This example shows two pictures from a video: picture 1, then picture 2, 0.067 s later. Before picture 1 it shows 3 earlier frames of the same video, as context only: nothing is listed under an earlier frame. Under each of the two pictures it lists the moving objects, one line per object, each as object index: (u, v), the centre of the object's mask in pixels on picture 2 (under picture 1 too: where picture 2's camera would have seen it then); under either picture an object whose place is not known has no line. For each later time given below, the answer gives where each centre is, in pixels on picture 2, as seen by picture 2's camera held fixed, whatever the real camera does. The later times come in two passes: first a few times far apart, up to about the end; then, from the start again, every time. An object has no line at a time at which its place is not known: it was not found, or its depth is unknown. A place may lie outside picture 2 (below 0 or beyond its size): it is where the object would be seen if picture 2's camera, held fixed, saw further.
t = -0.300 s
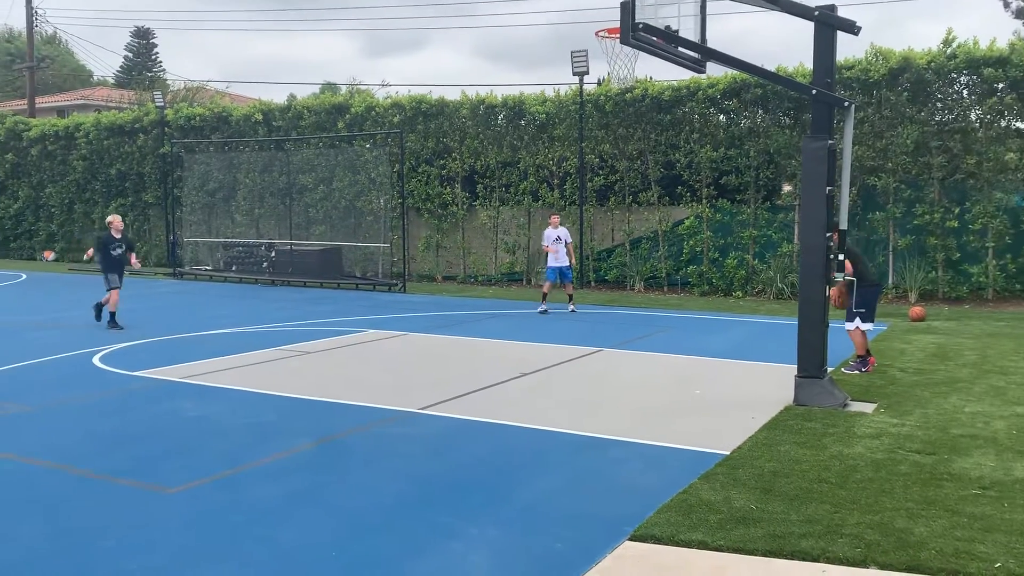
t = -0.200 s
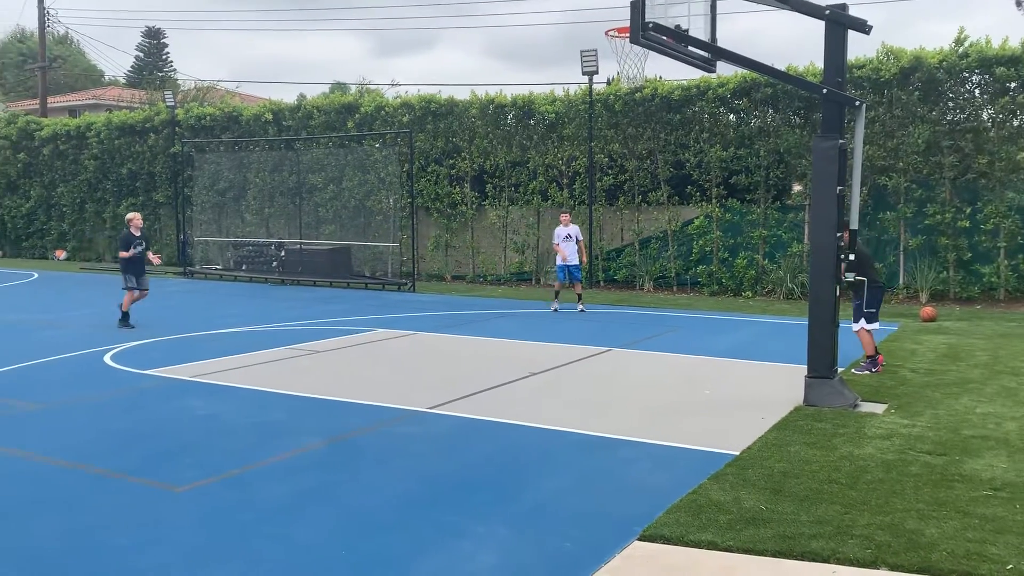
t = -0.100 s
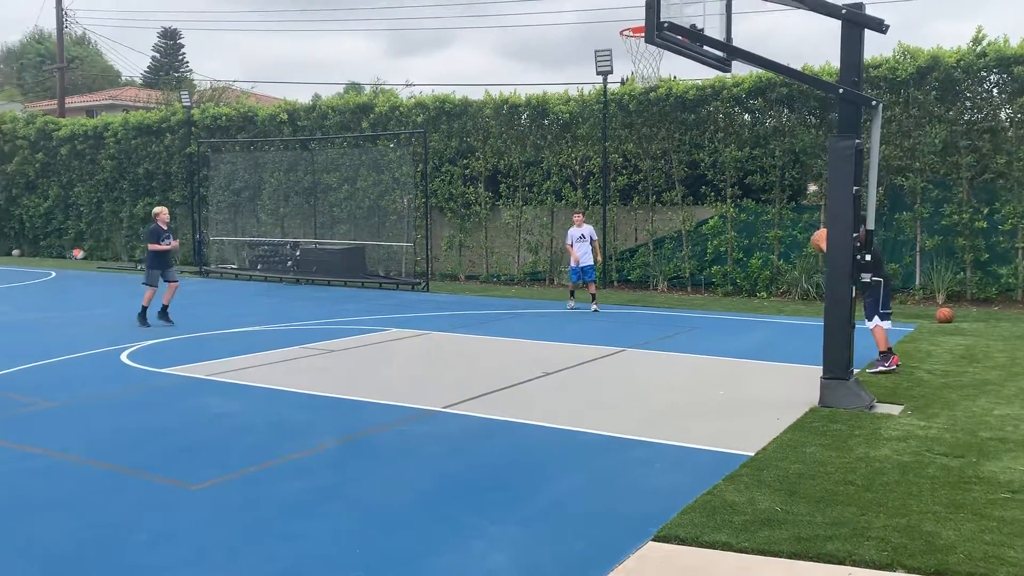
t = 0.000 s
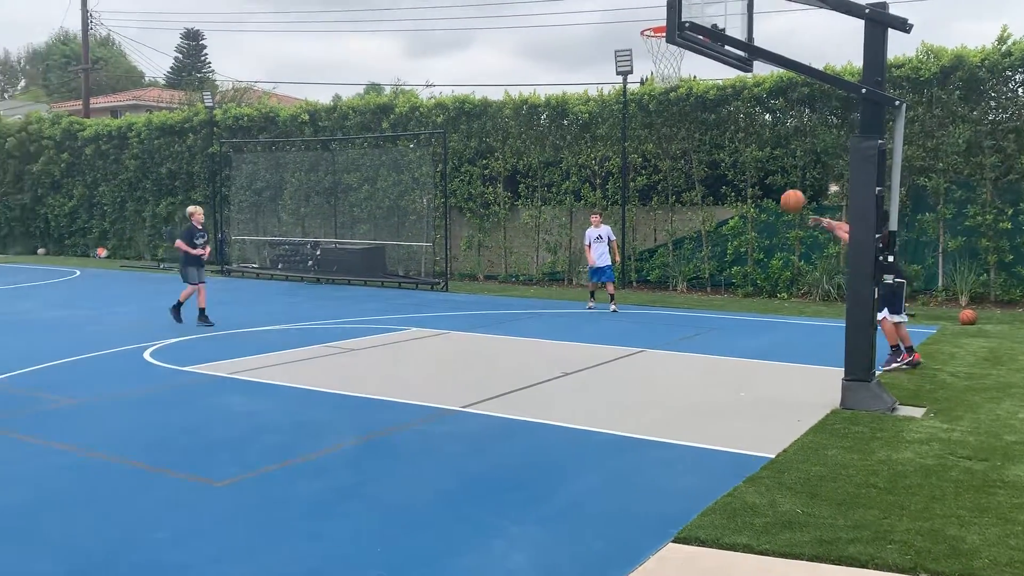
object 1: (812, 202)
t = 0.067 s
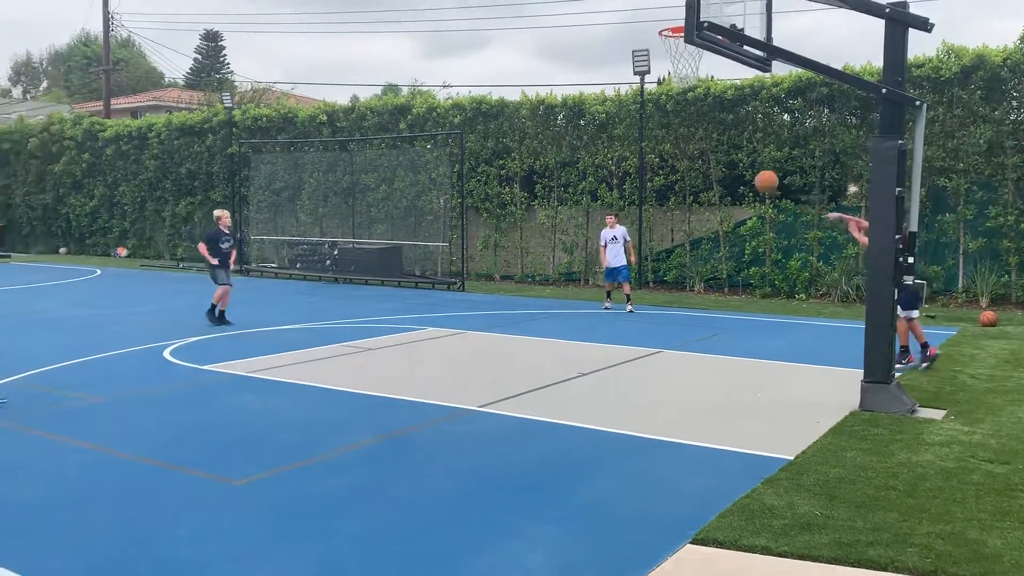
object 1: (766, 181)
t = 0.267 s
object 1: (643, 149)
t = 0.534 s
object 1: (498, 161)
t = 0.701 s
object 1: (414, 195)
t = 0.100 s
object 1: (745, 173)
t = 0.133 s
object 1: (724, 166)
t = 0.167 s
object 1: (702, 160)
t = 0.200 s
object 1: (682, 155)
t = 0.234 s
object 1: (663, 151)
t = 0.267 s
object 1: (643, 149)
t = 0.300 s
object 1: (623, 147)
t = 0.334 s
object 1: (604, 147)
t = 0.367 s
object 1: (586, 146)
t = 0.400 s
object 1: (567, 148)
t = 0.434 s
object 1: (550, 149)
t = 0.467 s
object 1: (532, 152)
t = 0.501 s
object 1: (515, 156)
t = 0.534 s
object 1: (498, 161)
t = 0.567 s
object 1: (481, 165)
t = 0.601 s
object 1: (463, 172)
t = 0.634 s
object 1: (446, 179)
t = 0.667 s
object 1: (431, 187)
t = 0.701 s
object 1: (414, 195)
